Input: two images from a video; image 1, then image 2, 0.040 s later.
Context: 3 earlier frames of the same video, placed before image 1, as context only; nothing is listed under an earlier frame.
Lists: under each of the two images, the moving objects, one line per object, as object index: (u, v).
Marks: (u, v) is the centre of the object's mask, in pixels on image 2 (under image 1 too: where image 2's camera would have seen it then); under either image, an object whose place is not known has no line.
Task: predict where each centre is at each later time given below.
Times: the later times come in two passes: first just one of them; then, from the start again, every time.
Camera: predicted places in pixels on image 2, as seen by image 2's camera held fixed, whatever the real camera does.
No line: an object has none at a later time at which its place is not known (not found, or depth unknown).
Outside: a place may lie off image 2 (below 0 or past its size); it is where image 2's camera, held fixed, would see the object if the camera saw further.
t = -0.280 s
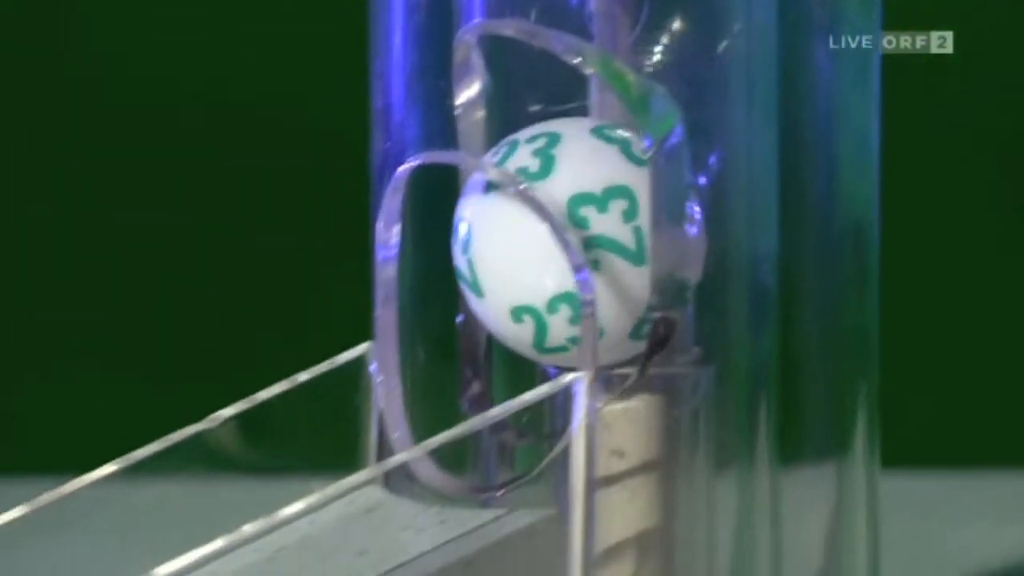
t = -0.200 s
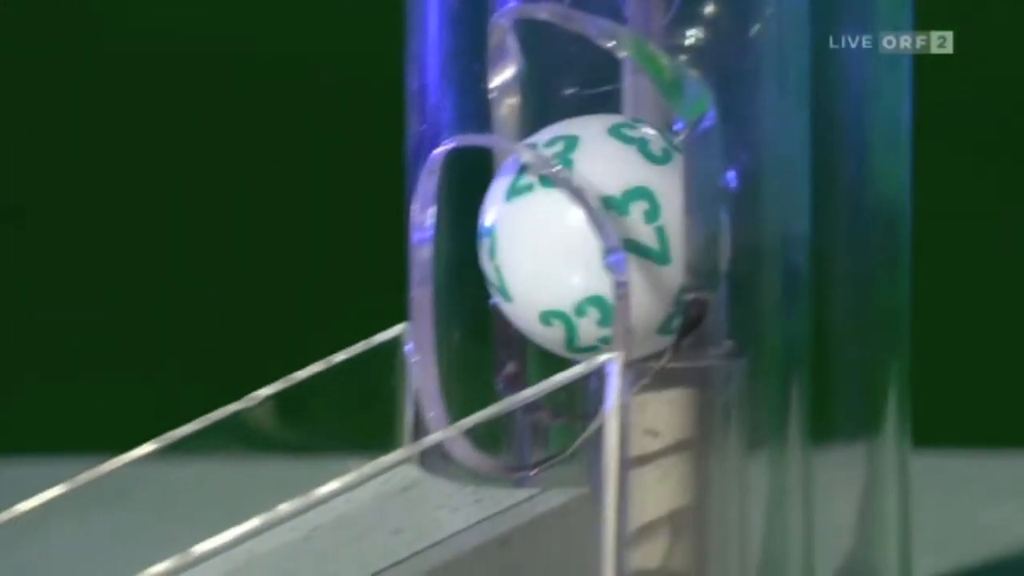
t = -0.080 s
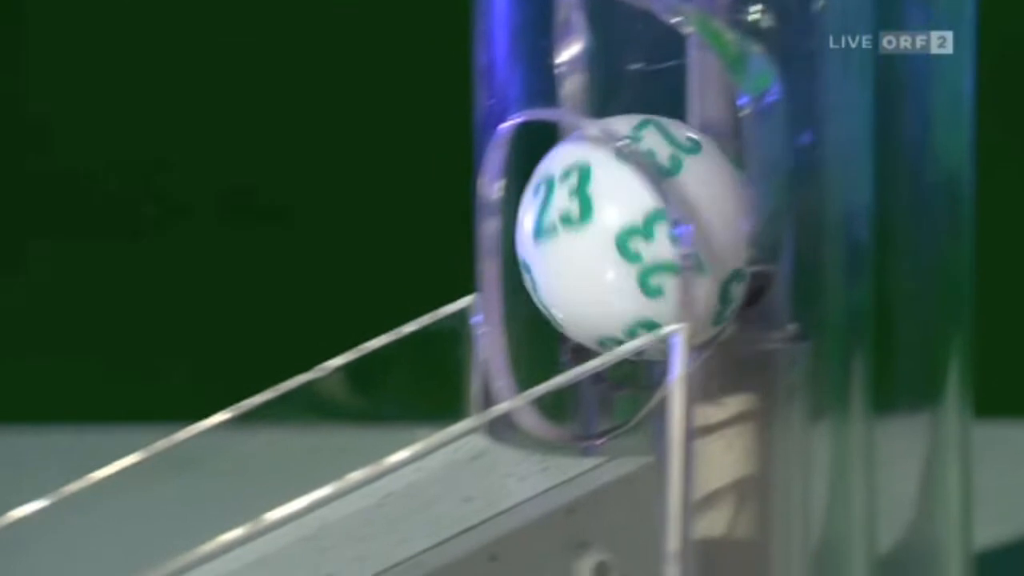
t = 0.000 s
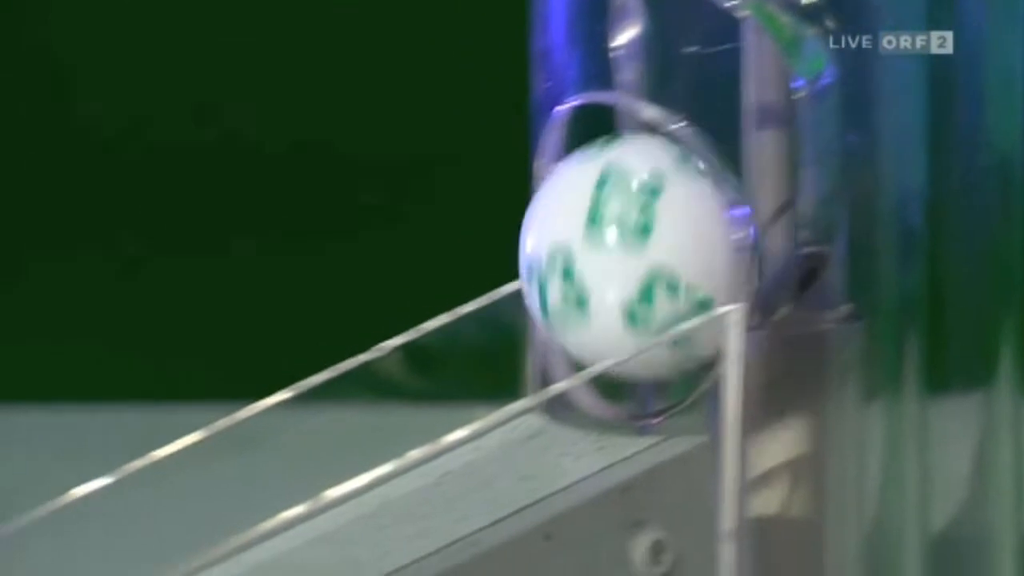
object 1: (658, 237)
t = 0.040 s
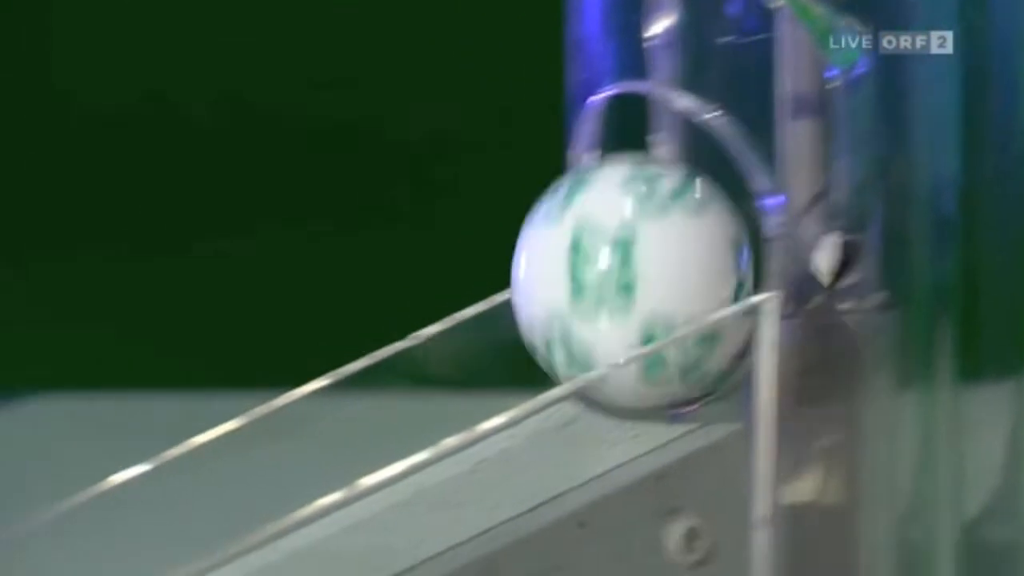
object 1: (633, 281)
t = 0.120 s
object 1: (517, 313)
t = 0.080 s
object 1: (588, 310)
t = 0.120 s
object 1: (517, 313)
